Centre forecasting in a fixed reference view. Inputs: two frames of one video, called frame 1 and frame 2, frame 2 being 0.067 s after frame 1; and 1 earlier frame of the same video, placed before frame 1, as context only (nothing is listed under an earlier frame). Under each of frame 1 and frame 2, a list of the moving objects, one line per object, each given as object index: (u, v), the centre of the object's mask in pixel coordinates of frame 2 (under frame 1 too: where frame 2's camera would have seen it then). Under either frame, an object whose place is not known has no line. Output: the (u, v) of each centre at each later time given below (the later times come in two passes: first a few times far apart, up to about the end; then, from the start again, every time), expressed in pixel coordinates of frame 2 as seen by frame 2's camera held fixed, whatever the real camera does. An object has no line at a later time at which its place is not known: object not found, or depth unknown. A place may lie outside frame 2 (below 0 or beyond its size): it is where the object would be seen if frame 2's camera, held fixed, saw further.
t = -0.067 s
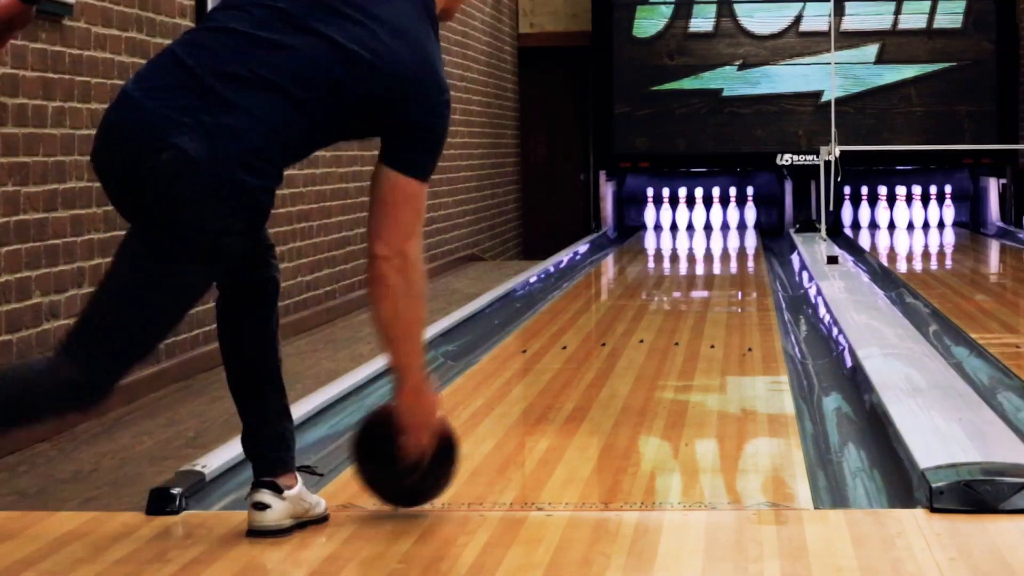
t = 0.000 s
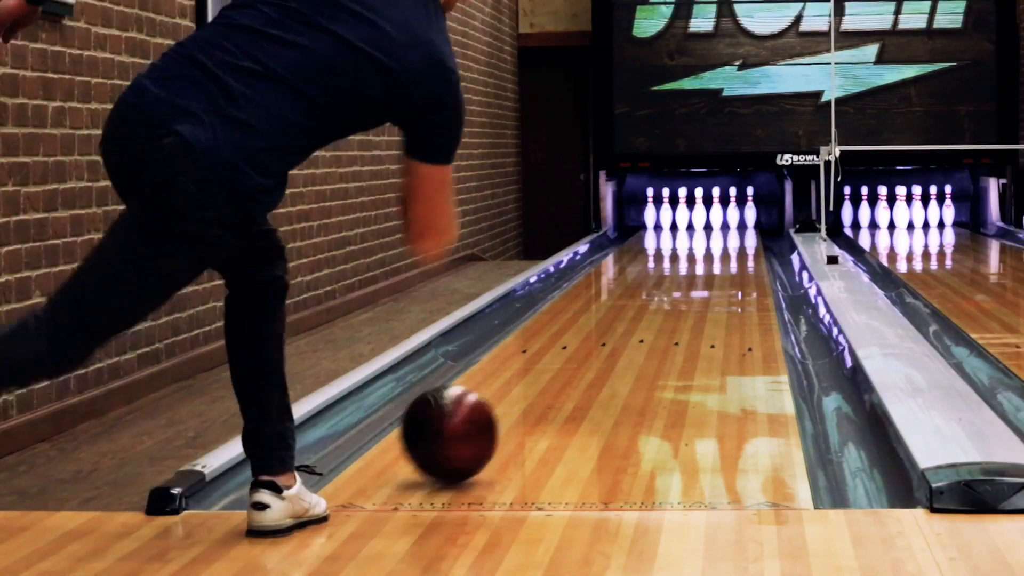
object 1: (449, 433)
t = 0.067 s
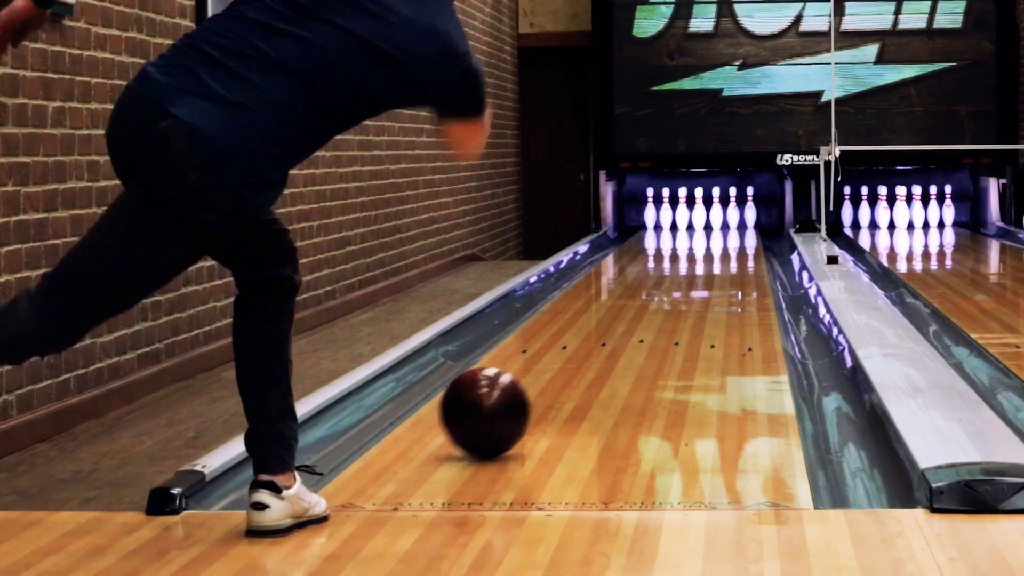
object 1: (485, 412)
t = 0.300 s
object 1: (575, 355)
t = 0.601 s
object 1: (645, 310)
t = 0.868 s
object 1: (684, 284)
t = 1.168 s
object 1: (713, 263)
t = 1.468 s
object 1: (731, 248)
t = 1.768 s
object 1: (740, 237)
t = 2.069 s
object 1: (736, 228)
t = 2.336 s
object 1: (723, 222)
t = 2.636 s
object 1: (715, 218)
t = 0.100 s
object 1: (501, 402)
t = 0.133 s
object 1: (516, 393)
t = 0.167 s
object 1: (529, 385)
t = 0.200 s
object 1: (542, 377)
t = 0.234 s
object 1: (554, 369)
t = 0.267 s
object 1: (565, 362)
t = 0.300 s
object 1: (575, 355)
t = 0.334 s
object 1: (585, 350)
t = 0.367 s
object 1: (594, 344)
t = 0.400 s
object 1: (603, 338)
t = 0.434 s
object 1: (611, 333)
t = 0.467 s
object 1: (618, 328)
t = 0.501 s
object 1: (626, 323)
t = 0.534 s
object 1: (632, 318)
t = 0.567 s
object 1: (639, 314)
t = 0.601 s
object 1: (645, 310)
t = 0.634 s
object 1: (651, 306)
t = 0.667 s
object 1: (656, 302)
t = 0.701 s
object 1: (661, 299)
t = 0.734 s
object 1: (666, 296)
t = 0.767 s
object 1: (671, 293)
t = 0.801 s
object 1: (675, 289)
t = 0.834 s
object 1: (680, 287)
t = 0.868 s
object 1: (684, 284)
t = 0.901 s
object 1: (688, 281)
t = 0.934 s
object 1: (691, 279)
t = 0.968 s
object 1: (695, 276)
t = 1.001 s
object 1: (699, 274)
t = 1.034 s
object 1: (702, 271)
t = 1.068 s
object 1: (705, 269)
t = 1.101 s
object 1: (708, 267)
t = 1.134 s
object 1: (710, 265)
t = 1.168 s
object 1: (713, 263)
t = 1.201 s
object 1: (715, 261)
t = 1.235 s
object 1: (718, 259)
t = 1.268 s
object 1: (720, 257)
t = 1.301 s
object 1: (722, 256)
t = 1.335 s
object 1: (724, 254)
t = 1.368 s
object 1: (726, 252)
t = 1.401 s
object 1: (728, 251)
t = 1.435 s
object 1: (729, 249)
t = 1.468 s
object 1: (731, 248)
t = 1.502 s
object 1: (732, 247)
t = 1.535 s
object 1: (734, 245)
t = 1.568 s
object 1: (735, 244)
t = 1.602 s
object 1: (736, 243)
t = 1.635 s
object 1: (737, 242)
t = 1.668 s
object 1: (738, 240)
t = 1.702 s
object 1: (739, 239)
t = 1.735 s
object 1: (739, 238)
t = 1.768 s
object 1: (740, 237)
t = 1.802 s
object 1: (740, 235)
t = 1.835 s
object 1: (740, 235)
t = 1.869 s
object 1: (740, 233)
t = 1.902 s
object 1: (740, 232)
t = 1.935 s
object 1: (740, 231)
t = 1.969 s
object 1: (739, 230)
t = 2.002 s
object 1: (738, 230)
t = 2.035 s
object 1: (737, 229)
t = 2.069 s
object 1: (736, 228)
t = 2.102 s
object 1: (736, 227)
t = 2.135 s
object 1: (734, 226)
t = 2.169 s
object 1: (733, 225)
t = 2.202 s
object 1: (732, 225)
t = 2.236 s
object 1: (730, 224)
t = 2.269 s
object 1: (728, 223)
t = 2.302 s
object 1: (726, 223)
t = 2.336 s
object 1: (723, 222)
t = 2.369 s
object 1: (721, 221)
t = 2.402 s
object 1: (719, 220)
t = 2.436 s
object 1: (716, 220)
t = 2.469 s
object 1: (714, 219)
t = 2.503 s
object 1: (712, 219)
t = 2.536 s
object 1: (713, 219)
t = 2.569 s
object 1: (714, 218)
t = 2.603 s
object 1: (715, 218)
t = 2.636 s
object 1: (715, 218)
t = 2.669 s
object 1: (714, 217)
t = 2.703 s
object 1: (715, 217)
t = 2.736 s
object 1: (716, 217)
